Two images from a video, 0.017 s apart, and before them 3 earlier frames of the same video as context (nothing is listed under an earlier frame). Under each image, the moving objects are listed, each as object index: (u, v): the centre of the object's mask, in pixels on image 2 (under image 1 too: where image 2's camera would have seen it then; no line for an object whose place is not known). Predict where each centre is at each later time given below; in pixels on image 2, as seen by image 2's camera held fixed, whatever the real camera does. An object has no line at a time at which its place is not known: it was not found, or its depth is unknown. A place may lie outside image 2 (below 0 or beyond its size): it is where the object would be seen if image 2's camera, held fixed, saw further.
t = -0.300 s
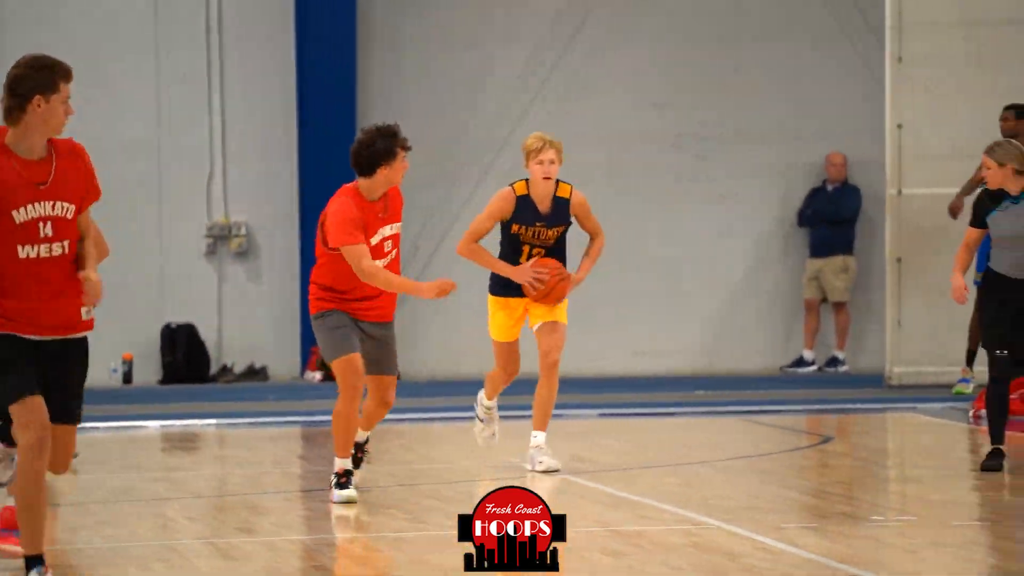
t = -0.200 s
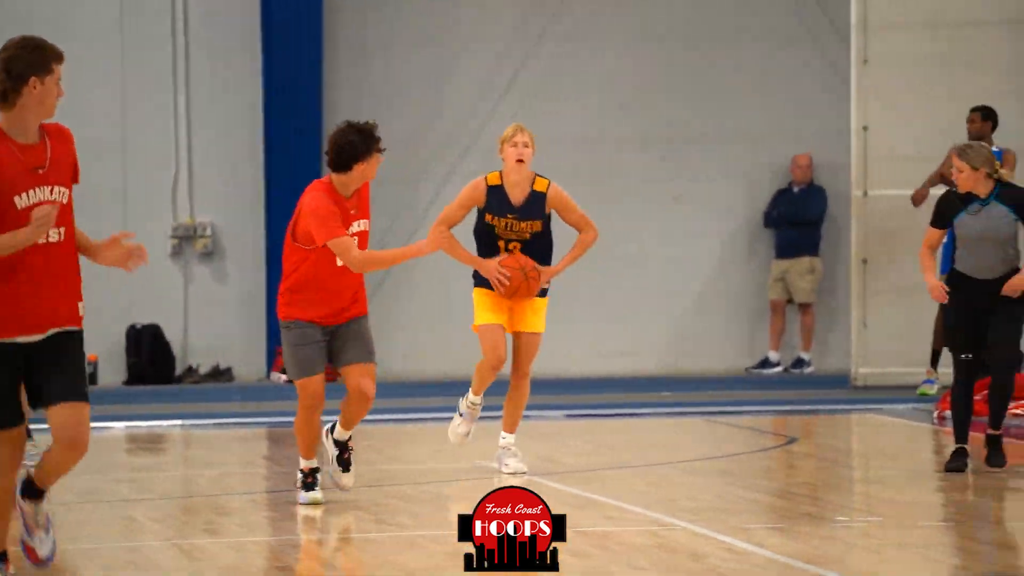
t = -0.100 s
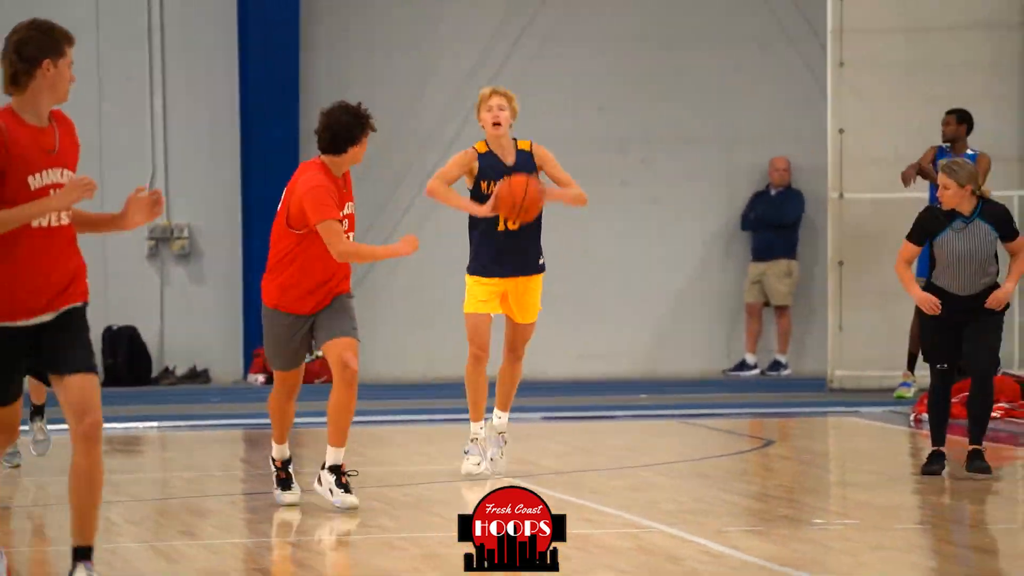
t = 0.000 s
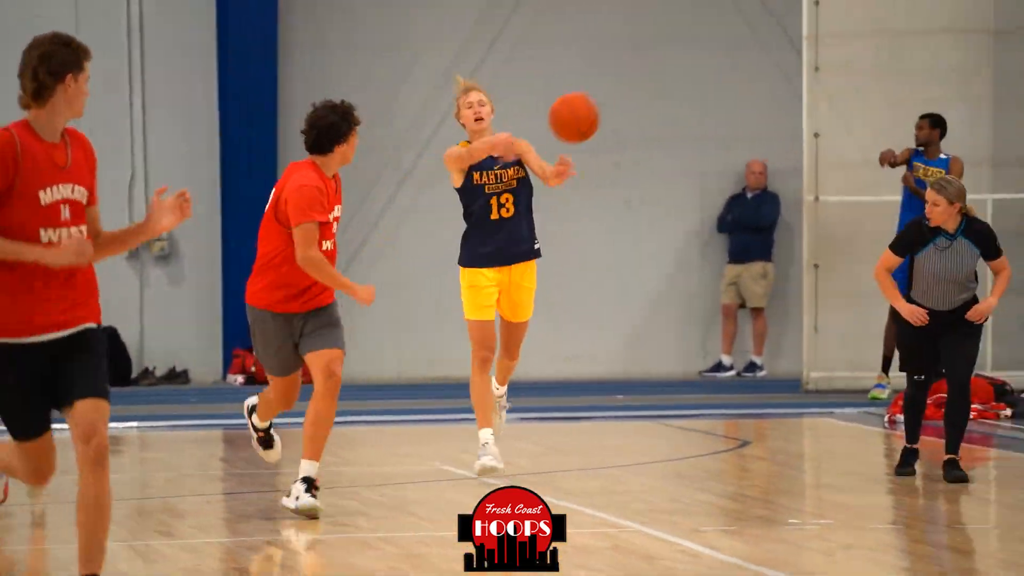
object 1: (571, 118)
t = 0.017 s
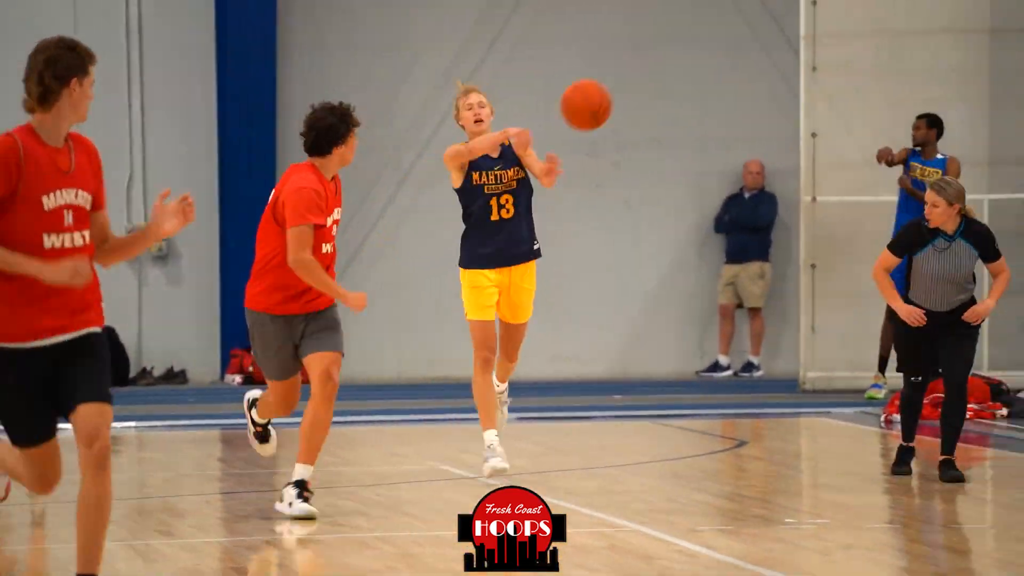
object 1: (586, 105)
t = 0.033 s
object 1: (600, 92)
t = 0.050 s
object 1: (615, 79)
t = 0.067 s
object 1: (631, 67)
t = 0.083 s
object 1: (645, 55)
